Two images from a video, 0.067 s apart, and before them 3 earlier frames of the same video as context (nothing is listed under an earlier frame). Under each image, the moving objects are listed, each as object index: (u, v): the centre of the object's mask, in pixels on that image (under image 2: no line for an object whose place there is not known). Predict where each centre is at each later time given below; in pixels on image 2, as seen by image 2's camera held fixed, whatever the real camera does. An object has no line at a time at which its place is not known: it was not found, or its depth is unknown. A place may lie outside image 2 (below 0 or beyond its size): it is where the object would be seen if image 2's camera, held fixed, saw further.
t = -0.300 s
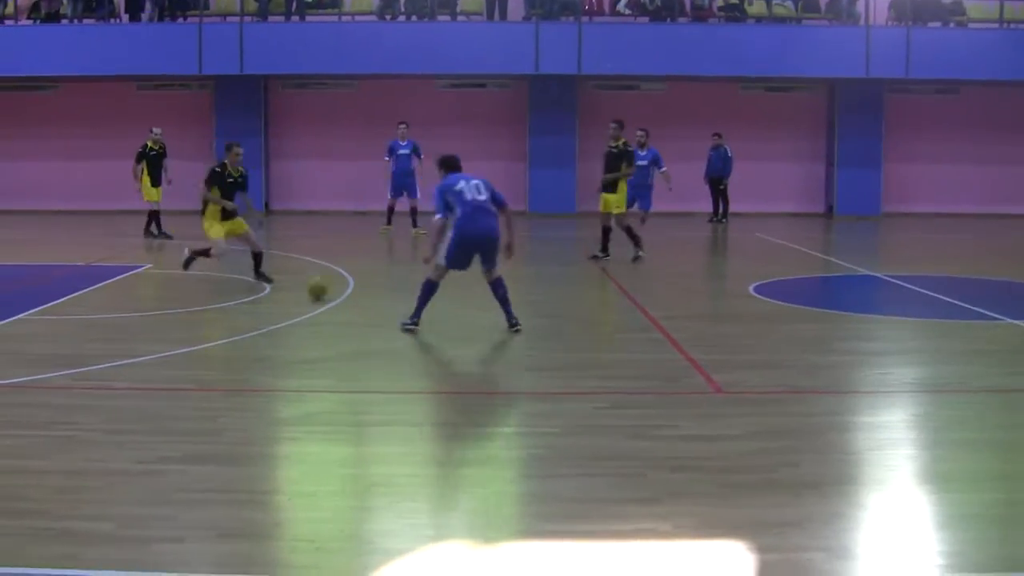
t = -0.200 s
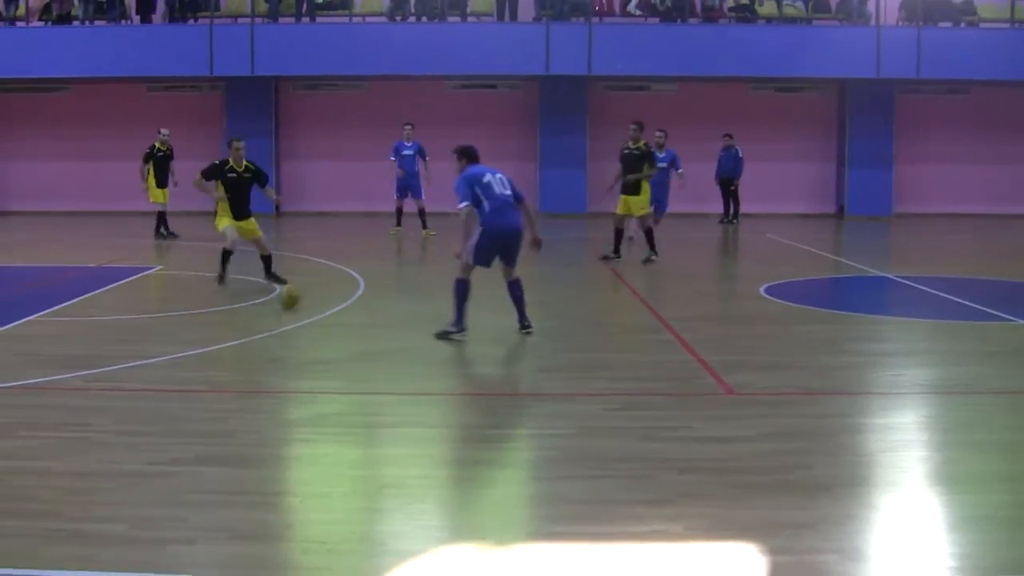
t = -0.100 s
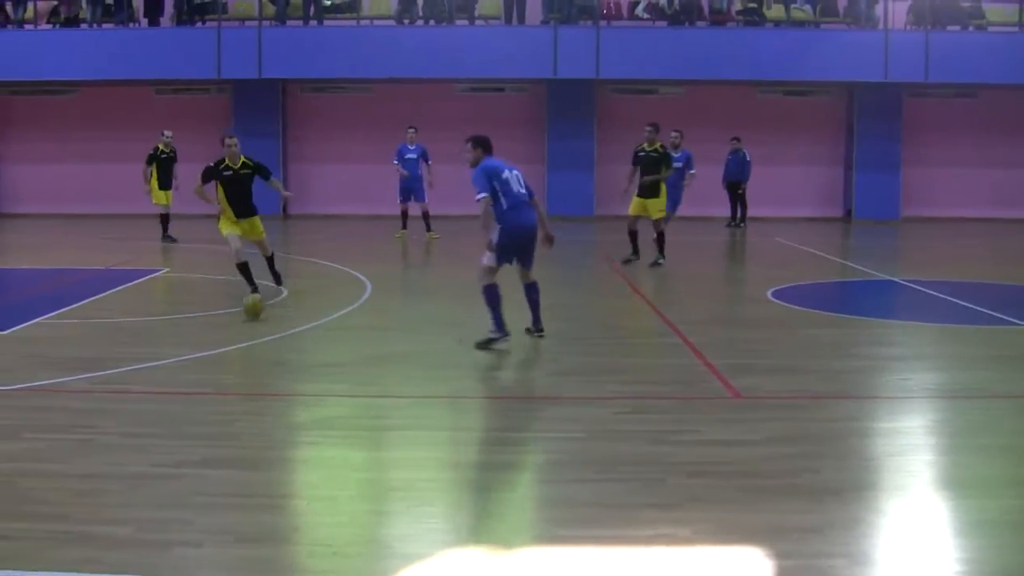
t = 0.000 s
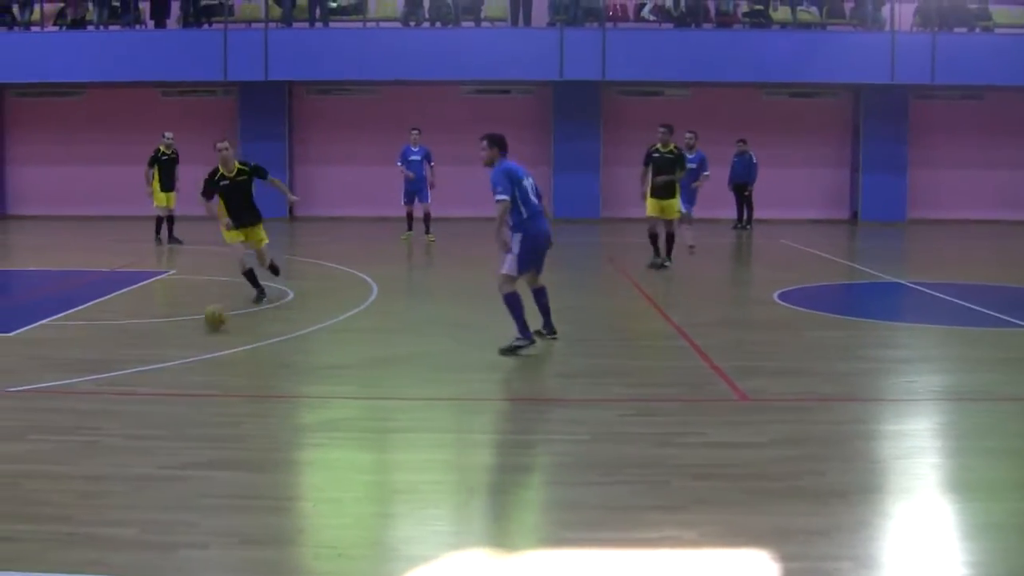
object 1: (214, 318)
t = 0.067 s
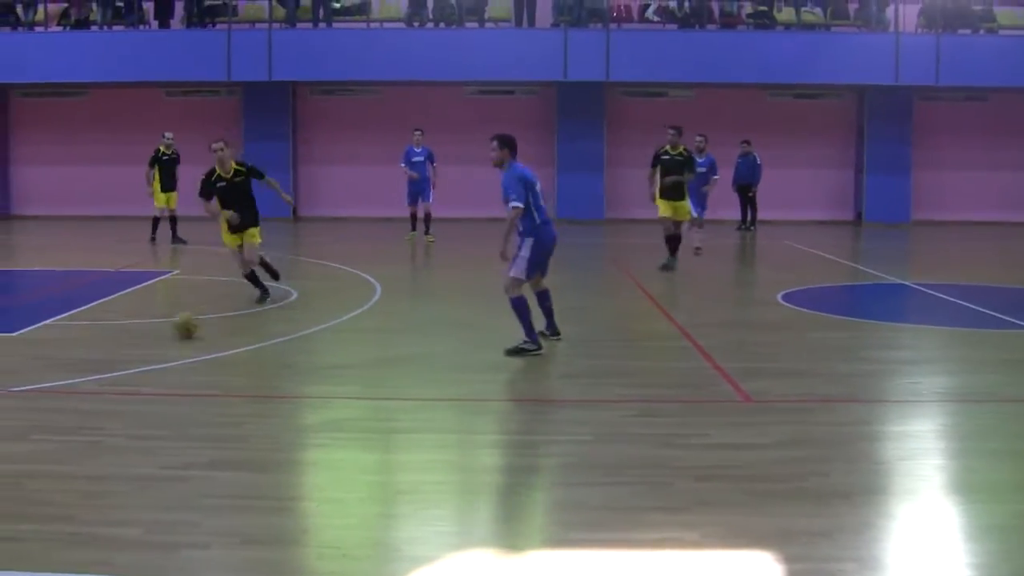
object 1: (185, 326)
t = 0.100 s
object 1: (169, 327)
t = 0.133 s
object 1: (152, 328)
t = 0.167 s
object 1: (134, 331)
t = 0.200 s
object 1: (116, 337)
